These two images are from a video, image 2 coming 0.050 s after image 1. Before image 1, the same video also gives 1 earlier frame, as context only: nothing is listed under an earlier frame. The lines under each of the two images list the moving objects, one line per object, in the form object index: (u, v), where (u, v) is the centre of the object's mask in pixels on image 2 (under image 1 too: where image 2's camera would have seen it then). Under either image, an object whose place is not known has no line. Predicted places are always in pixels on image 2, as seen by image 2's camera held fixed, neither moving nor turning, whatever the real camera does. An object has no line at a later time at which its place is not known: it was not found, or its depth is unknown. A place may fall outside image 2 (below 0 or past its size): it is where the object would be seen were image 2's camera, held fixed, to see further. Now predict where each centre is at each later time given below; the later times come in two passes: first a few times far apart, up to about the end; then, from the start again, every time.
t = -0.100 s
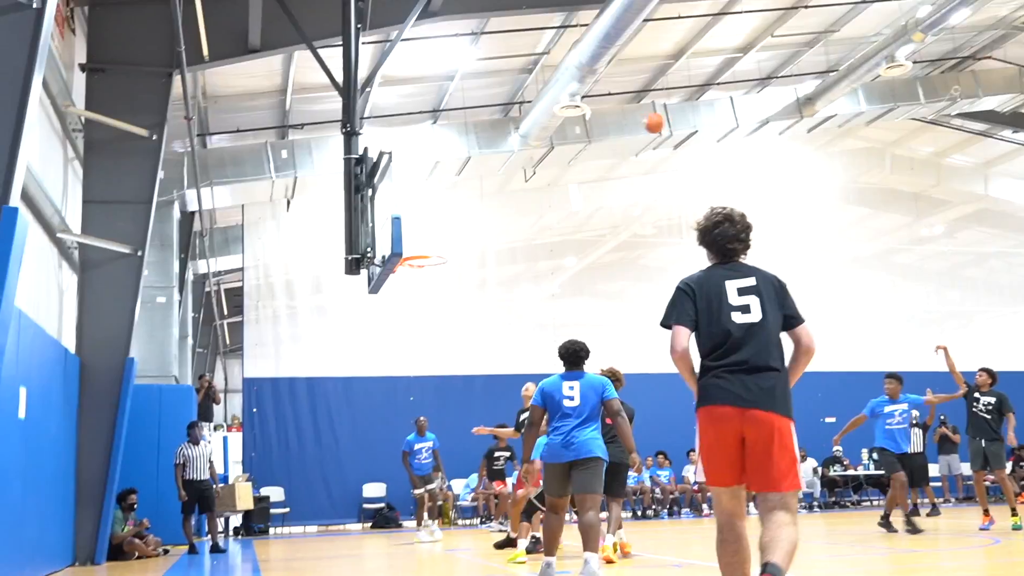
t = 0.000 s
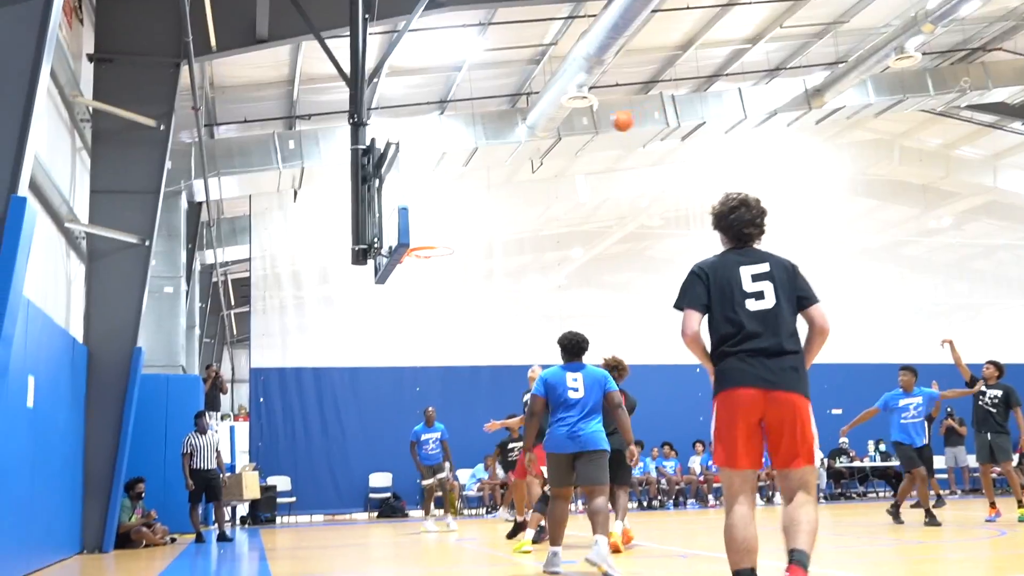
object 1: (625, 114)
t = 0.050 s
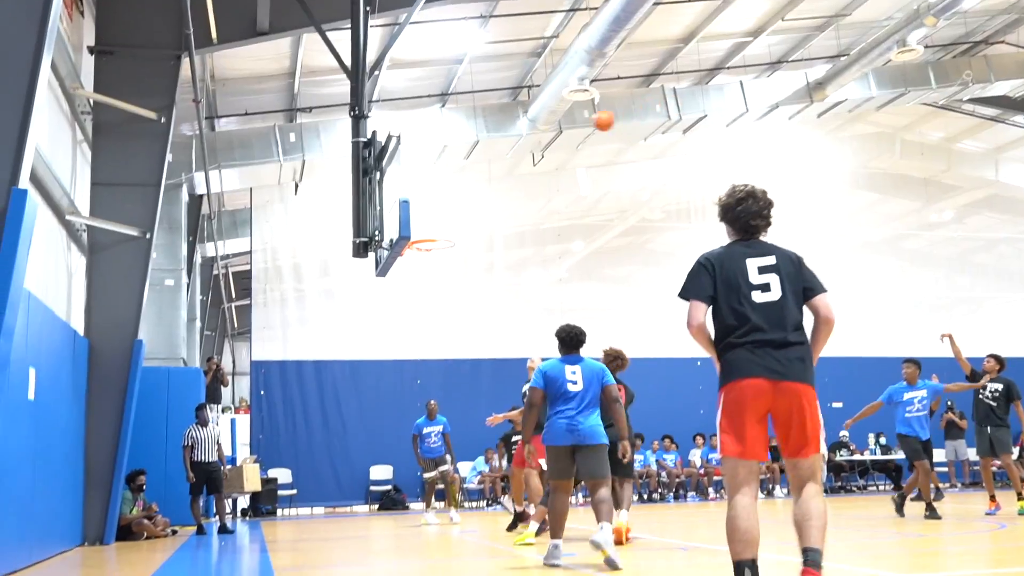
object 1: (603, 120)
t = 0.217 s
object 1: (537, 156)
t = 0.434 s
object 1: (451, 234)
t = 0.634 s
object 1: (441, 190)
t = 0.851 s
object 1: (433, 178)
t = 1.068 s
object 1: (426, 207)
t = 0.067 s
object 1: (597, 123)
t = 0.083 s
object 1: (590, 125)
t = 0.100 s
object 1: (584, 128)
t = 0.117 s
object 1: (578, 132)
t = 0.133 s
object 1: (571, 135)
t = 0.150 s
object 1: (564, 139)
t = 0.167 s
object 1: (557, 143)
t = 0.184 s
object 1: (550, 147)
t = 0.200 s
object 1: (543, 152)
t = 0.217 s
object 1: (537, 156)
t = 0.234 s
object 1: (530, 161)
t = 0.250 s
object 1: (523, 167)
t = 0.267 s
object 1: (516, 172)
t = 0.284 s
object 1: (509, 179)
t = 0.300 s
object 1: (502, 185)
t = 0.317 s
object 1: (495, 191)
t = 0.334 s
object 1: (488, 198)
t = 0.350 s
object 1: (482, 205)
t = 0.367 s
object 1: (474, 213)
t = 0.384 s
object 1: (466, 221)
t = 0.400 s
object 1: (459, 229)
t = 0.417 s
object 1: (453, 235)
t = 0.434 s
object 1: (451, 234)
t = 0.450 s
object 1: (449, 230)
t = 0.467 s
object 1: (448, 226)
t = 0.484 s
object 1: (448, 221)
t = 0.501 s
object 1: (447, 217)
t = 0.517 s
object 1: (446, 212)
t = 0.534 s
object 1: (445, 208)
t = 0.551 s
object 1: (445, 205)
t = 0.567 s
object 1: (444, 201)
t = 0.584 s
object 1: (443, 198)
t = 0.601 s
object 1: (443, 195)
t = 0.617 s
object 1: (442, 192)
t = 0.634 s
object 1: (441, 190)
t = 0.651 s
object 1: (441, 187)
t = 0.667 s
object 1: (440, 185)
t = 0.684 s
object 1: (439, 183)
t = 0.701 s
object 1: (439, 182)
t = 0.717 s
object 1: (438, 181)
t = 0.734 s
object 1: (437, 179)
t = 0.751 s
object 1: (437, 179)
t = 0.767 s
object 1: (436, 178)
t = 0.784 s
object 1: (435, 178)
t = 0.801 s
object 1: (435, 176)
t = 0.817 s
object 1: (434, 176)
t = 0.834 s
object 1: (434, 177)
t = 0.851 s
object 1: (433, 178)
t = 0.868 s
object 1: (433, 179)
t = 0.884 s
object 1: (432, 180)
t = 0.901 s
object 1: (432, 181)
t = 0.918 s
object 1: (431, 183)
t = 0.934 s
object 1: (431, 184)
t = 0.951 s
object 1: (430, 186)
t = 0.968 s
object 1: (429, 189)
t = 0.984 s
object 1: (429, 191)
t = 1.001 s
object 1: (428, 194)
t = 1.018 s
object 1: (428, 197)
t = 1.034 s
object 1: (427, 200)
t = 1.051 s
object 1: (427, 204)
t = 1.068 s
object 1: (426, 207)
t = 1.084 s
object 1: (426, 211)
